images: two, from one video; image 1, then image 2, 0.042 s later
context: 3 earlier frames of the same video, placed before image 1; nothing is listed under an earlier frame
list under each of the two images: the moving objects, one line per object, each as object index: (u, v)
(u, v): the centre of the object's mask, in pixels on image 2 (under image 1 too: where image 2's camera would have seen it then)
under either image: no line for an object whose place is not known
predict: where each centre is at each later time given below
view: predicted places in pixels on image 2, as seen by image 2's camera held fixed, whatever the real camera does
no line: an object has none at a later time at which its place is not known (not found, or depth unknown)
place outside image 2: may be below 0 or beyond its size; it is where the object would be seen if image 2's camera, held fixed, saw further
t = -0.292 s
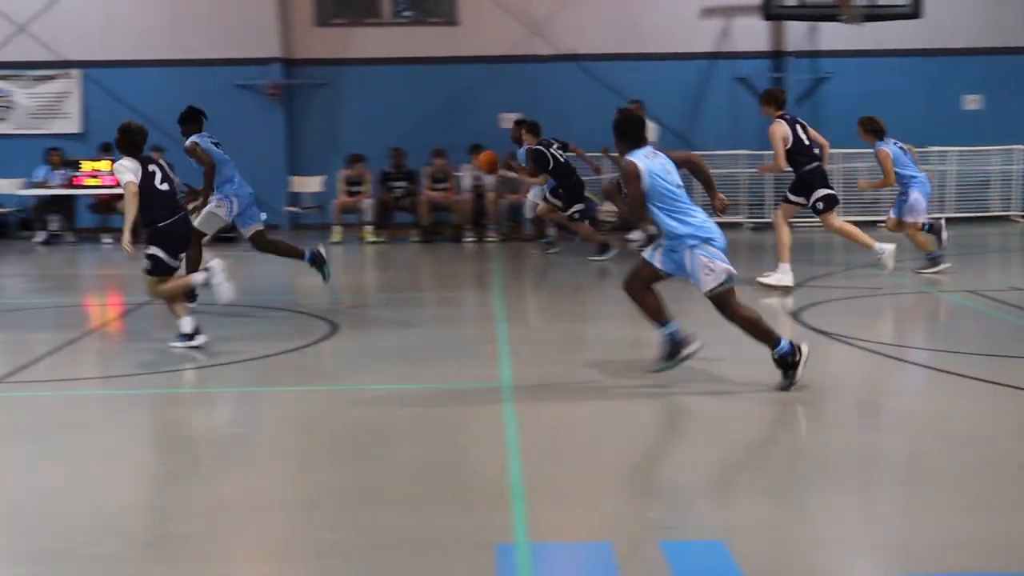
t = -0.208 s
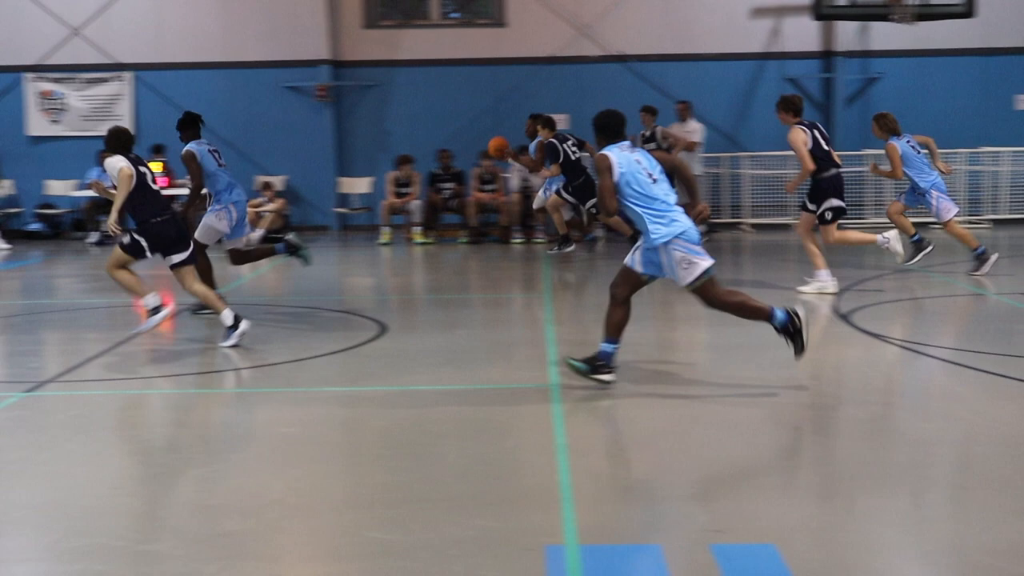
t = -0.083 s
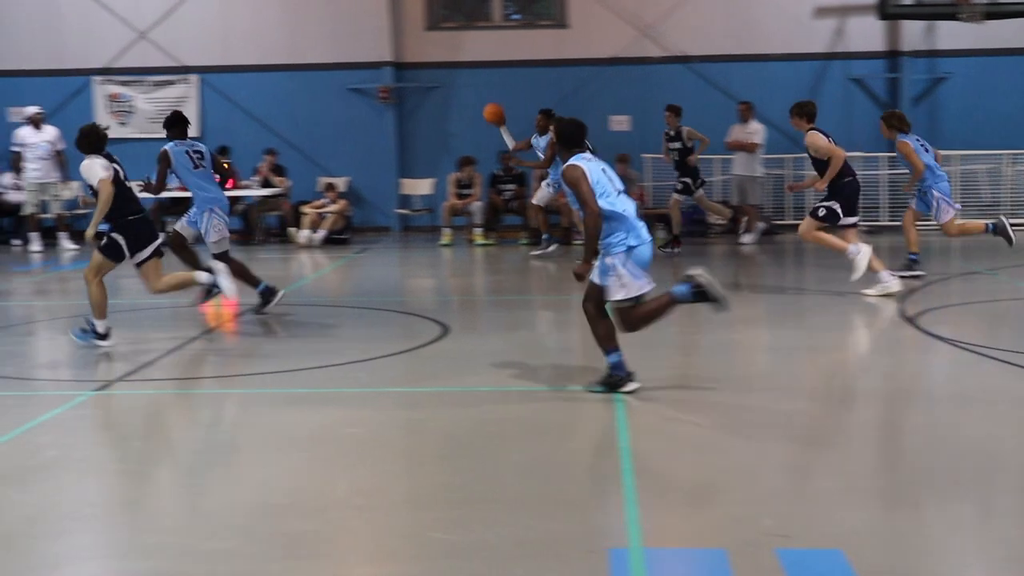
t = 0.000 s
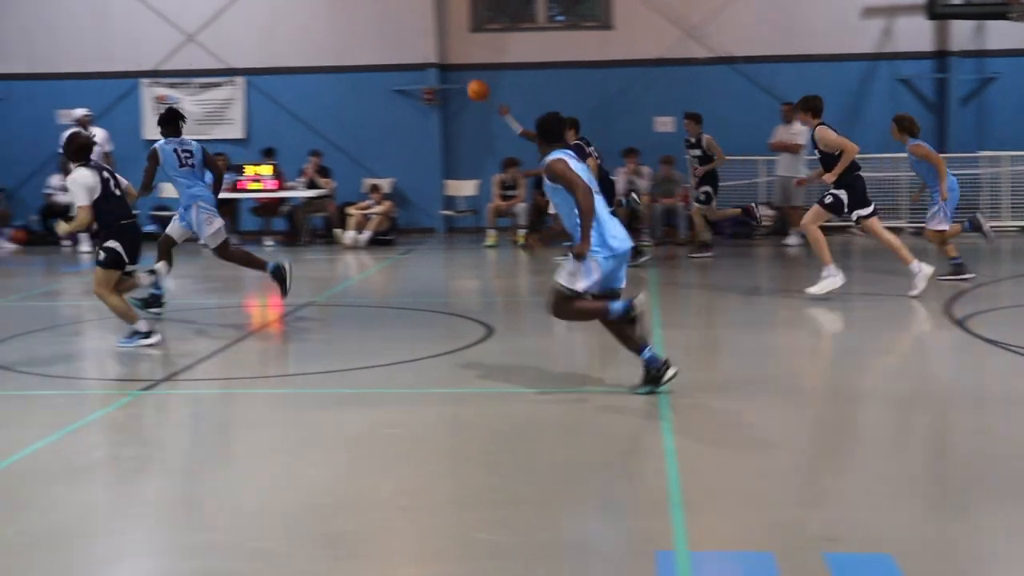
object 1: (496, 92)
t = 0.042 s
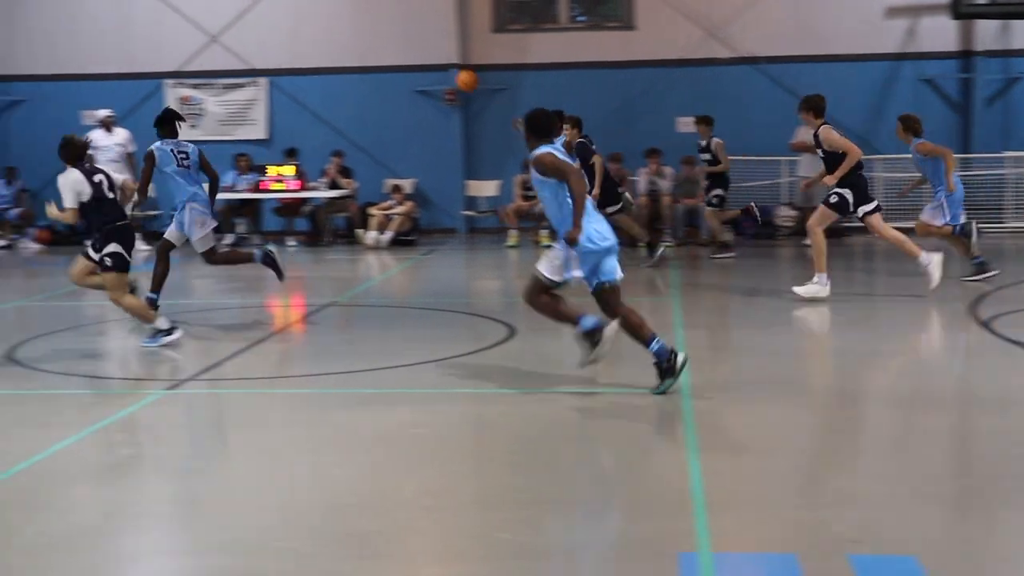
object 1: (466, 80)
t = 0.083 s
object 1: (439, 69)
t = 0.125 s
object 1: (412, 59)
